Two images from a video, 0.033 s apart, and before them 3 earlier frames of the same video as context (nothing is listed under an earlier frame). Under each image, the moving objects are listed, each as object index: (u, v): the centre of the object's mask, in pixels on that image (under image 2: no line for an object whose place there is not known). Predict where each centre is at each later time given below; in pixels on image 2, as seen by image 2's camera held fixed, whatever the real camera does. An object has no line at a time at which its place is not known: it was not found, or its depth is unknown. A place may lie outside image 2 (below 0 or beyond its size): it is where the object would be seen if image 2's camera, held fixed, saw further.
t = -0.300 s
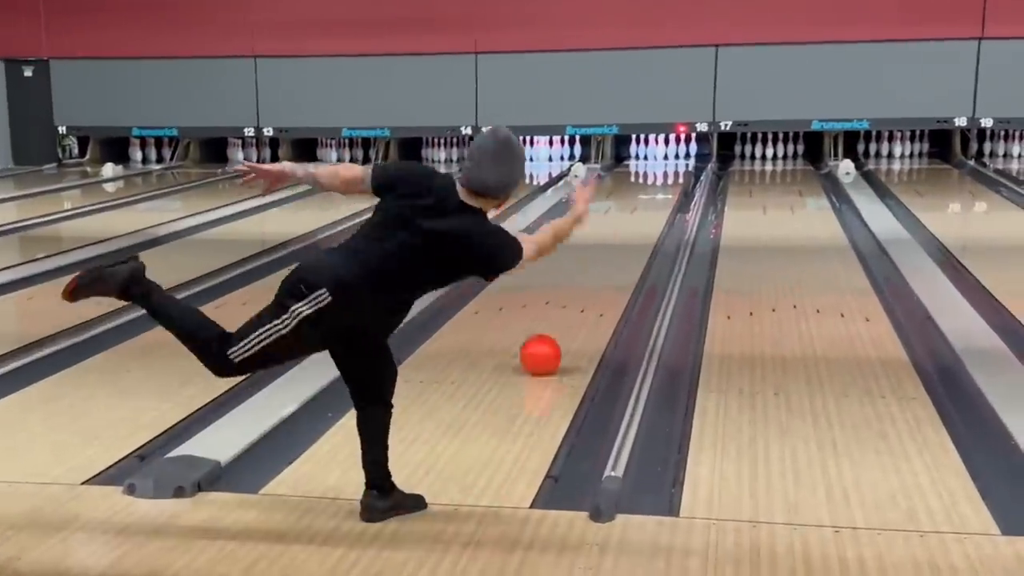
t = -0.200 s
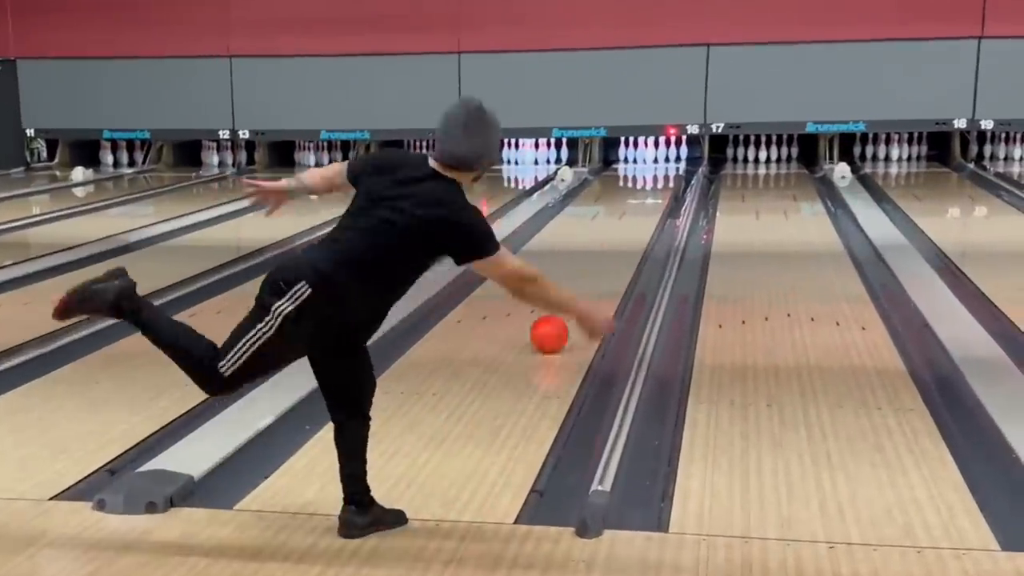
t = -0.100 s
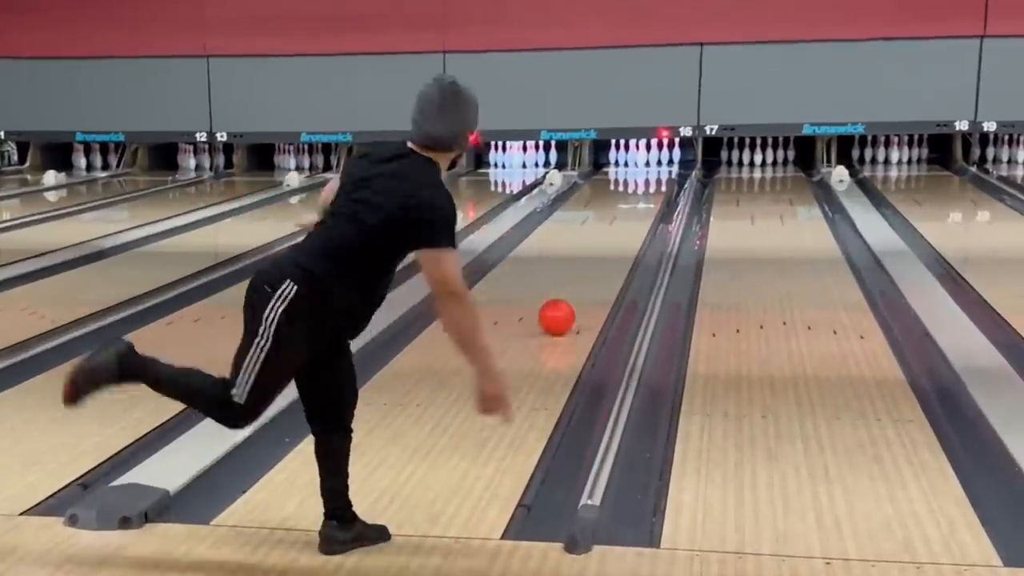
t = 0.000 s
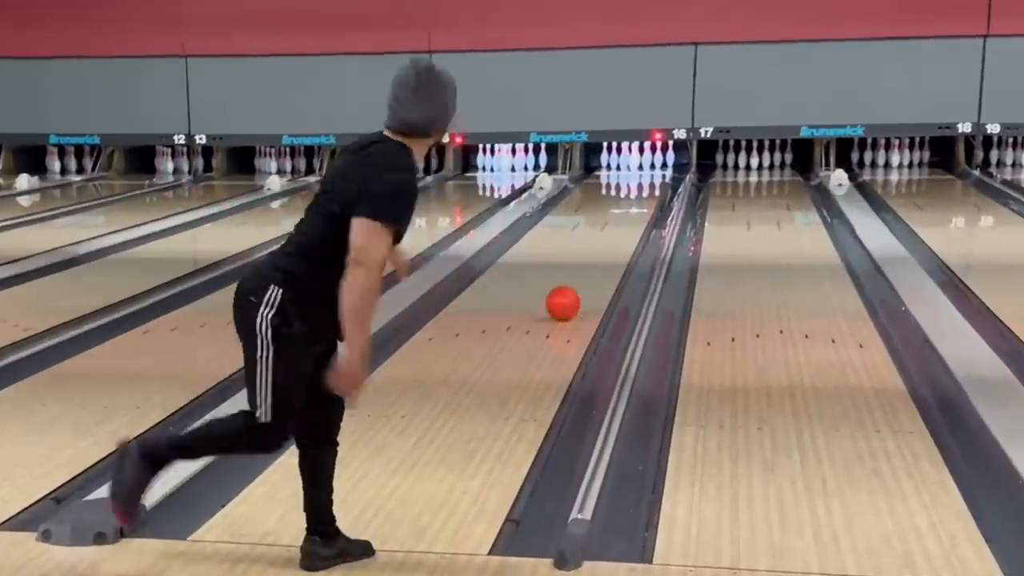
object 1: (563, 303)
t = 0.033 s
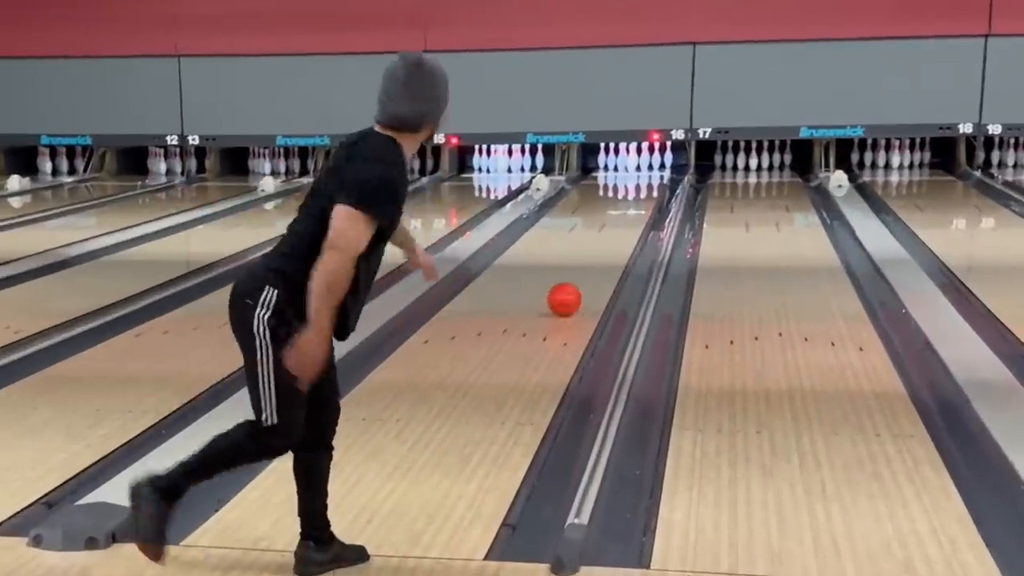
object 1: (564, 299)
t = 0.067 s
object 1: (568, 293)
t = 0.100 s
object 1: (572, 288)
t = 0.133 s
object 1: (575, 283)
